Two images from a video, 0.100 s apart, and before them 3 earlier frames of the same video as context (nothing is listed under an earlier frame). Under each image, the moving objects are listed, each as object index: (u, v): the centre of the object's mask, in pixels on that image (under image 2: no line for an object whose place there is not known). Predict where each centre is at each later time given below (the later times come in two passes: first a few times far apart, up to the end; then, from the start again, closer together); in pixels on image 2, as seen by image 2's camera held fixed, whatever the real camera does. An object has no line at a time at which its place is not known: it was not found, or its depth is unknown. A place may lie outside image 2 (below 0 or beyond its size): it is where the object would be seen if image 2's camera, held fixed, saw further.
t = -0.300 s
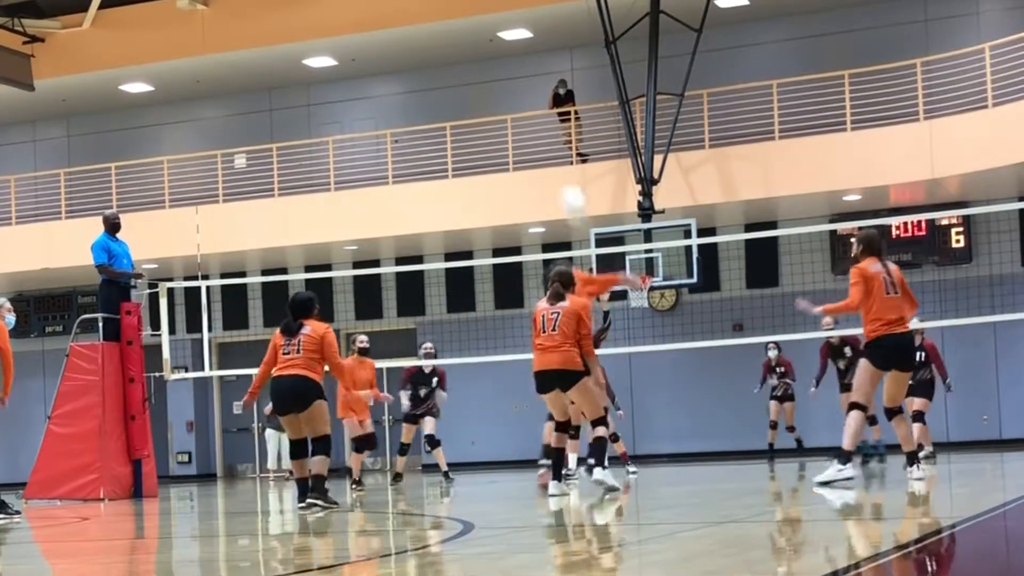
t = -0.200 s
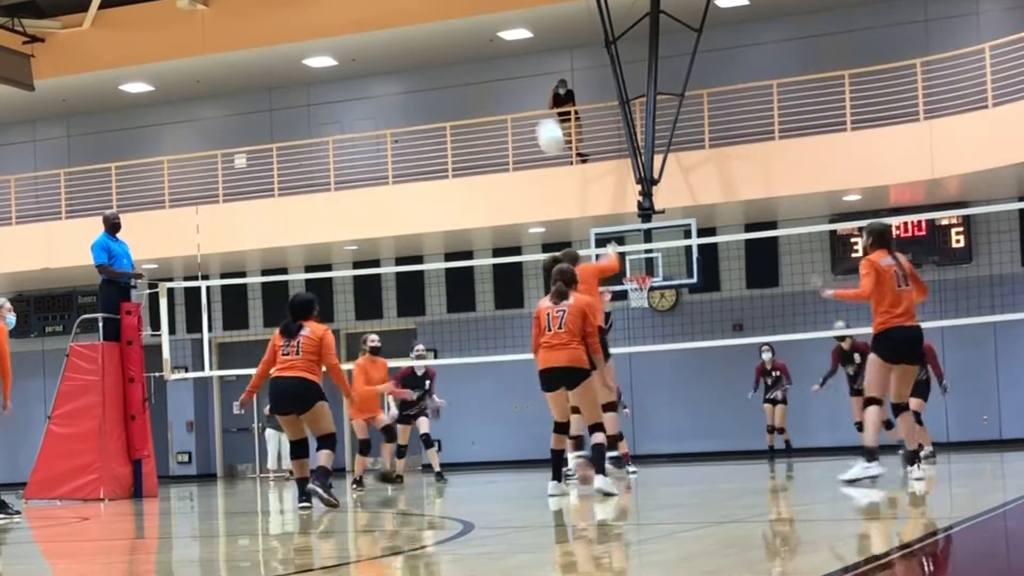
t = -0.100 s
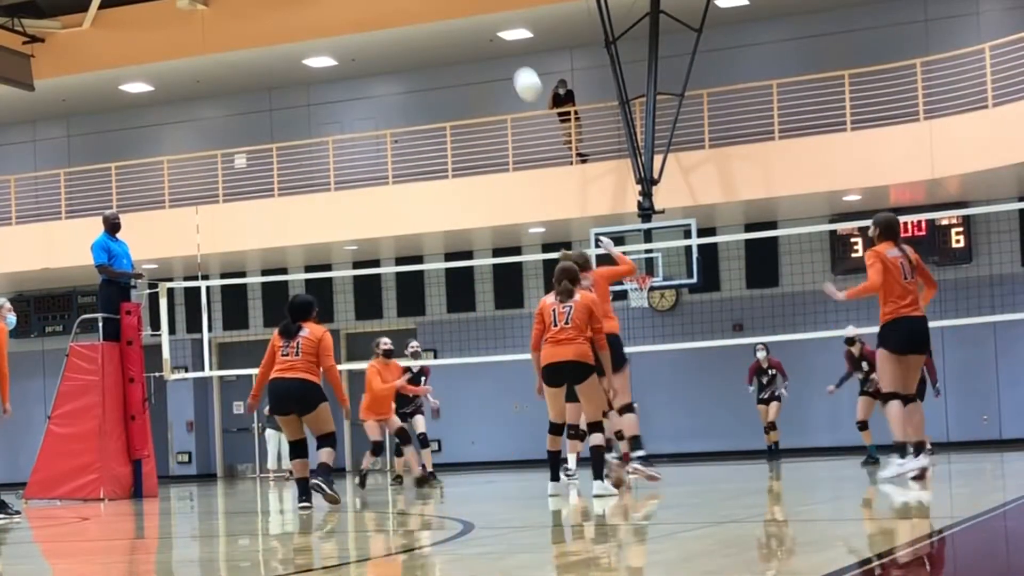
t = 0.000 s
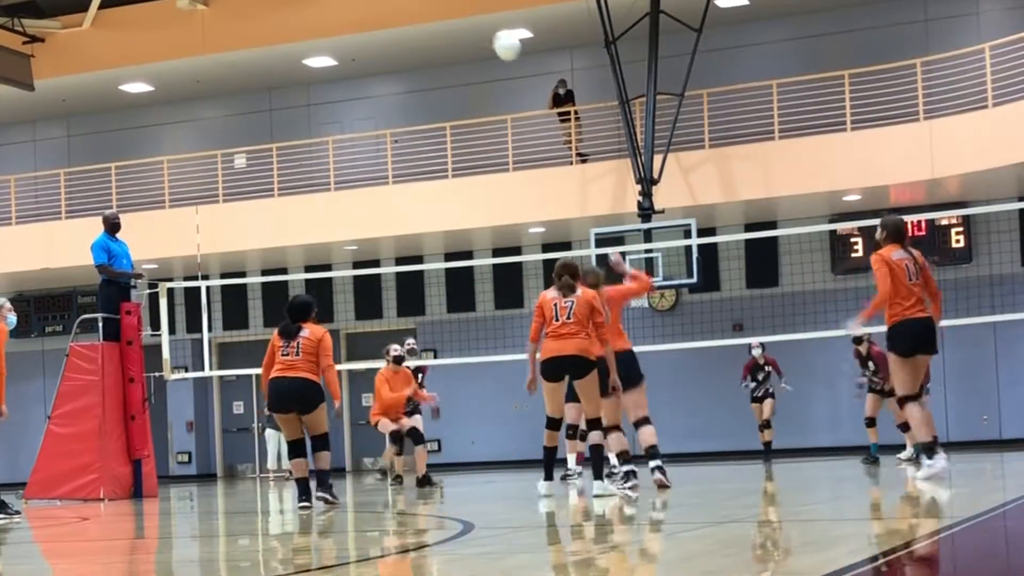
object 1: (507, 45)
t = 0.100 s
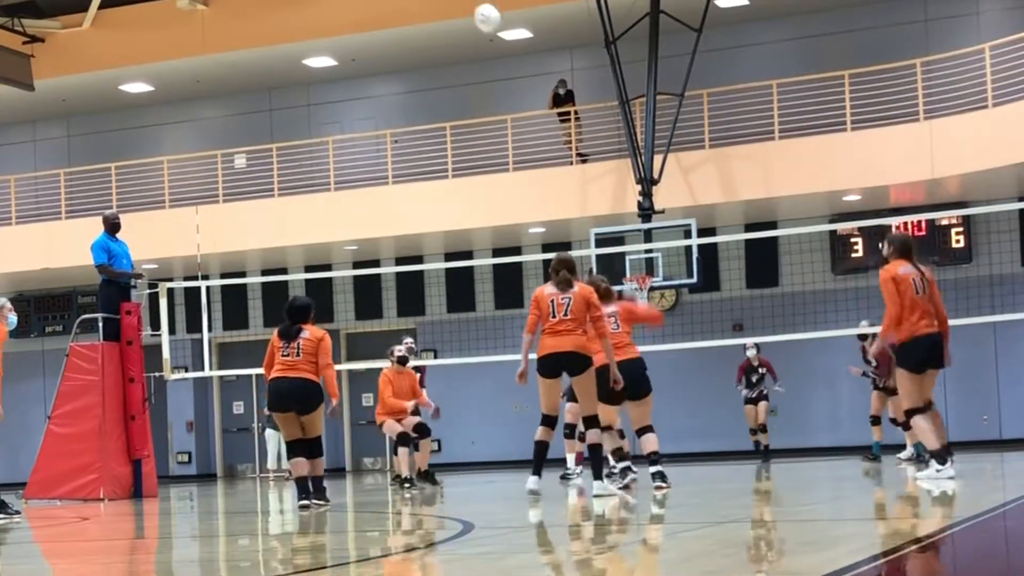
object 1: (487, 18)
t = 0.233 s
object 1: (463, 6)
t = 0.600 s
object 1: (405, 56)
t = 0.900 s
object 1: (370, 194)
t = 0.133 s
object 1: (481, 12)
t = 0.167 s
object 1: (475, 10)
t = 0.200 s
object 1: (469, 8)
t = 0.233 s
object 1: (463, 6)
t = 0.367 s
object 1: (440, 8)
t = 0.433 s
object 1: (429, 13)
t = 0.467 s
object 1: (424, 20)
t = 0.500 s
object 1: (419, 27)
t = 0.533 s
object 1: (414, 36)
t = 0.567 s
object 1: (410, 45)
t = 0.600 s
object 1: (405, 56)
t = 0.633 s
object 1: (401, 68)
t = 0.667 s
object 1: (397, 81)
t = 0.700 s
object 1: (392, 95)
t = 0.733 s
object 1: (388, 110)
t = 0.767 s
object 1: (384, 125)
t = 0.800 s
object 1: (381, 141)
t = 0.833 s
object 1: (377, 160)
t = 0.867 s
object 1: (374, 176)
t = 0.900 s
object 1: (370, 194)
